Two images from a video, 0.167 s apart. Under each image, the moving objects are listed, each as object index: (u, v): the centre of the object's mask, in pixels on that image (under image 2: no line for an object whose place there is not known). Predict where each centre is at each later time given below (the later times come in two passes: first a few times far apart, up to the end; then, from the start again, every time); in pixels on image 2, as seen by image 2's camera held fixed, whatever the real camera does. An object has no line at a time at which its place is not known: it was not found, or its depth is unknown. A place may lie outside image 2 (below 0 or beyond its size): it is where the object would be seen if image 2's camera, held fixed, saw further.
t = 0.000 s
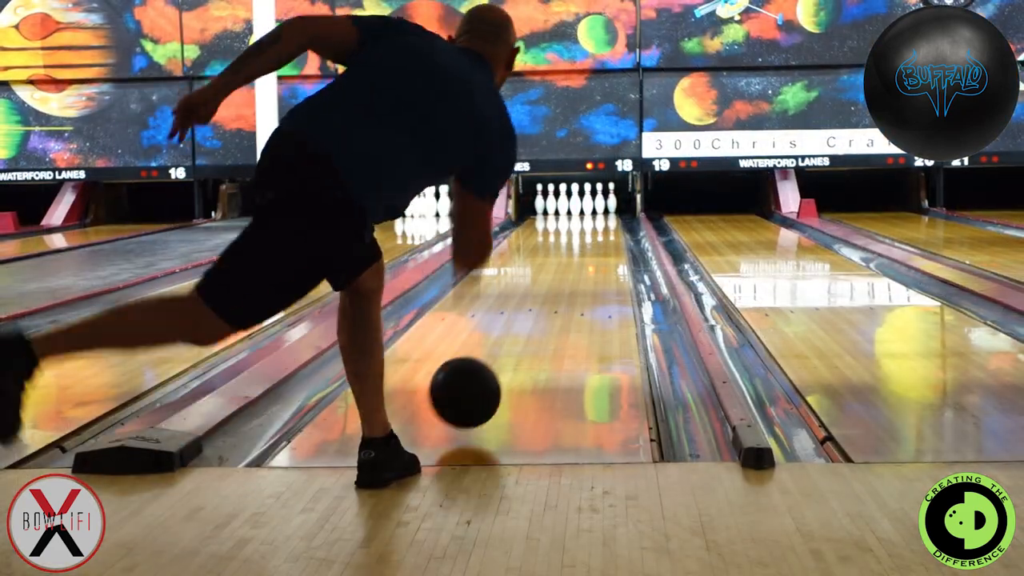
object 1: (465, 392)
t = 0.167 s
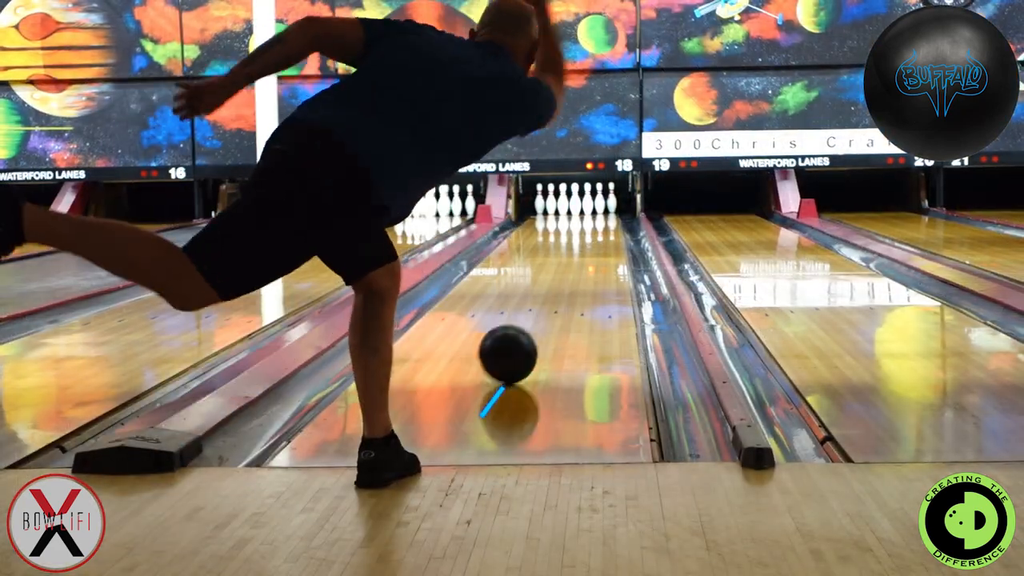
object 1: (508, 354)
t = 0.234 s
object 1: (521, 339)
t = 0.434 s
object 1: (550, 304)
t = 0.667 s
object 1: (572, 278)
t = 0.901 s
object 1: (587, 259)
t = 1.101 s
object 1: (596, 247)
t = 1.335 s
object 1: (602, 235)
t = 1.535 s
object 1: (604, 228)
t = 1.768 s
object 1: (602, 221)
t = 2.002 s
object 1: (598, 215)
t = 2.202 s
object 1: (591, 211)
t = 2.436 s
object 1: (580, 208)
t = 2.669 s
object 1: (571, 206)
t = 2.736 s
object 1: (568, 206)
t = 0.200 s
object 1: (515, 346)
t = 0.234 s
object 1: (521, 339)
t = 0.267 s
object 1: (527, 331)
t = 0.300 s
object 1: (532, 325)
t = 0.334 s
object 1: (537, 319)
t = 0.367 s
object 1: (542, 314)
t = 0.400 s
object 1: (546, 309)
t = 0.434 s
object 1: (550, 304)
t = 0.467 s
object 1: (550, 301)
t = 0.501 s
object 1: (564, 295)
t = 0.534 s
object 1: (561, 292)
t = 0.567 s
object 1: (564, 288)
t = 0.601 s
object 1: (567, 284)
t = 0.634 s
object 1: (570, 282)
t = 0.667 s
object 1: (572, 278)
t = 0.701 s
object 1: (575, 275)
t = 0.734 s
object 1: (577, 272)
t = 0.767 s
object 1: (580, 270)
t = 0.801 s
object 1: (582, 267)
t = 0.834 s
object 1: (584, 264)
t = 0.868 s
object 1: (586, 262)
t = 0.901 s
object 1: (587, 259)
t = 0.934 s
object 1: (589, 257)
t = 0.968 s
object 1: (591, 255)
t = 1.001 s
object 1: (592, 253)
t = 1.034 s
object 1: (594, 251)
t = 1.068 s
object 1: (595, 249)
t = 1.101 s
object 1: (596, 247)
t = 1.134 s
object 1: (597, 245)
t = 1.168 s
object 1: (598, 243)
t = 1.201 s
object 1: (599, 242)
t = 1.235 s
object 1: (600, 240)
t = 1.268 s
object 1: (601, 238)
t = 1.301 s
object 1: (602, 237)
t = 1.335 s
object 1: (602, 235)
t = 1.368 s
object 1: (603, 234)
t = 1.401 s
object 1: (603, 233)
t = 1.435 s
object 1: (603, 231)
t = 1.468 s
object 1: (603, 230)
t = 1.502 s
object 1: (599, 237)
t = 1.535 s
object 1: (604, 228)
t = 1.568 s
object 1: (604, 227)
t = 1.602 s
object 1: (604, 226)
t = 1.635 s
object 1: (603, 225)
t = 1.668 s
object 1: (603, 224)
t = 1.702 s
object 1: (603, 223)
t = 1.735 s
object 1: (603, 222)
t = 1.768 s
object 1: (602, 221)
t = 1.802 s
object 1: (602, 220)
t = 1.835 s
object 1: (602, 219)
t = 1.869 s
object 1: (601, 218)
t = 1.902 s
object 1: (600, 217)
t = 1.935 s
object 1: (600, 216)
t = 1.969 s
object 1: (599, 216)
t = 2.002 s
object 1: (598, 215)
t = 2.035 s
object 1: (597, 214)
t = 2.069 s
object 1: (596, 214)
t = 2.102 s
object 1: (595, 213)
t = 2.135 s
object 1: (593, 212)
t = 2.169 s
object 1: (592, 212)
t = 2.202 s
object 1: (591, 211)
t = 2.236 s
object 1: (590, 211)
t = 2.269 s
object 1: (588, 210)
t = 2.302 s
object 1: (587, 210)
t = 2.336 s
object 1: (586, 209)
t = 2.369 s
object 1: (583, 209)
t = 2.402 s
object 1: (582, 208)
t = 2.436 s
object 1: (580, 208)
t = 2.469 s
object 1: (578, 207)
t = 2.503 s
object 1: (577, 207)
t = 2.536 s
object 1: (577, 207)
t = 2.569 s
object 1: (576, 206)
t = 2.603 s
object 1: (575, 207)
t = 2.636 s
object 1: (574, 207)
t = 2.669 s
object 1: (571, 206)
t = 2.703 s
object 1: (569, 205)
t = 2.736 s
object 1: (568, 206)
